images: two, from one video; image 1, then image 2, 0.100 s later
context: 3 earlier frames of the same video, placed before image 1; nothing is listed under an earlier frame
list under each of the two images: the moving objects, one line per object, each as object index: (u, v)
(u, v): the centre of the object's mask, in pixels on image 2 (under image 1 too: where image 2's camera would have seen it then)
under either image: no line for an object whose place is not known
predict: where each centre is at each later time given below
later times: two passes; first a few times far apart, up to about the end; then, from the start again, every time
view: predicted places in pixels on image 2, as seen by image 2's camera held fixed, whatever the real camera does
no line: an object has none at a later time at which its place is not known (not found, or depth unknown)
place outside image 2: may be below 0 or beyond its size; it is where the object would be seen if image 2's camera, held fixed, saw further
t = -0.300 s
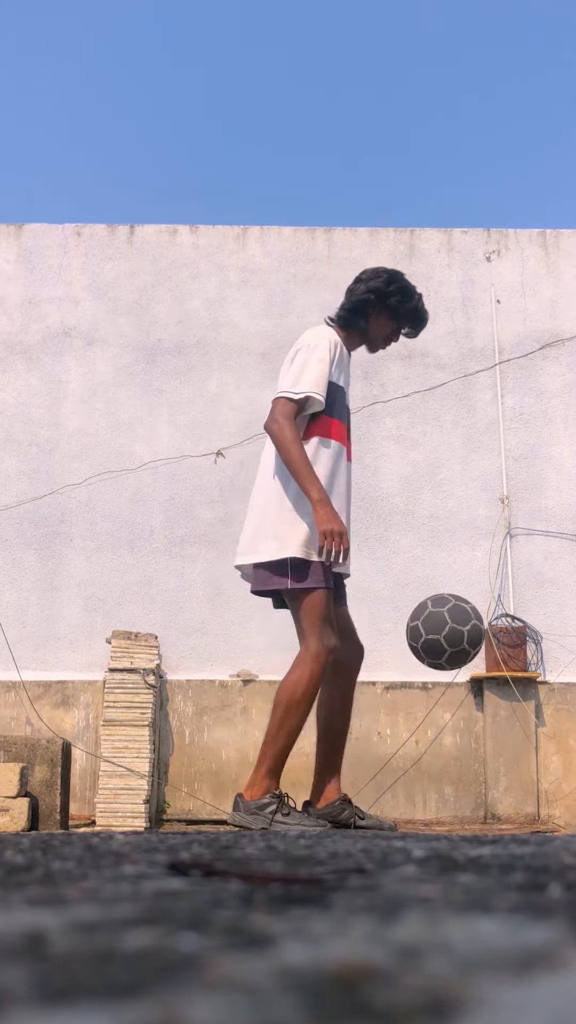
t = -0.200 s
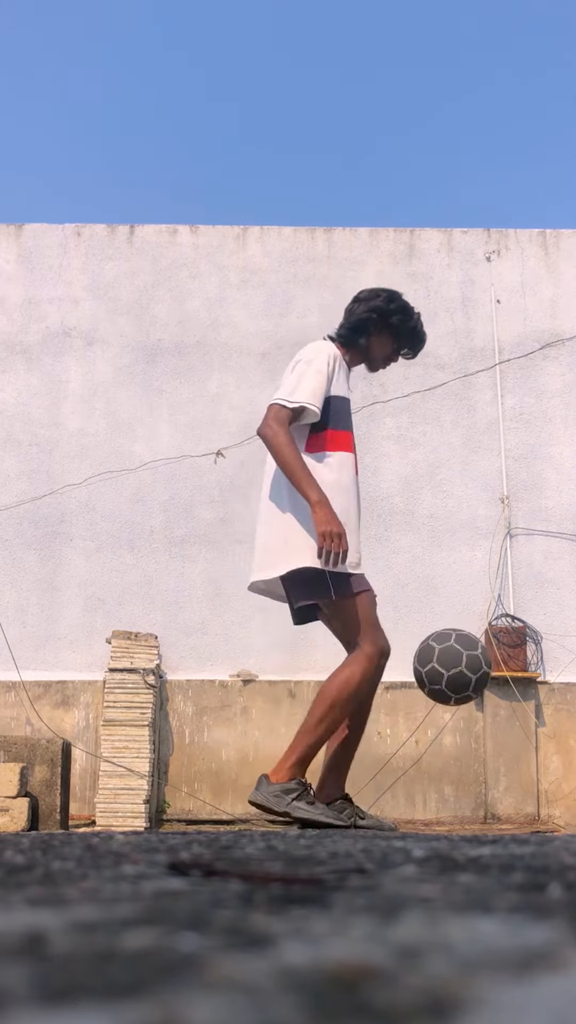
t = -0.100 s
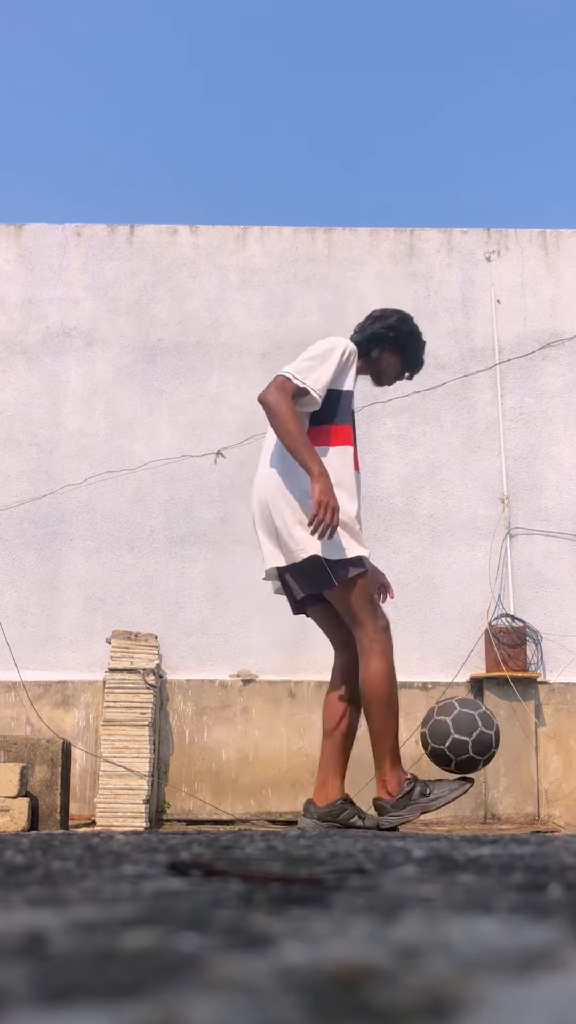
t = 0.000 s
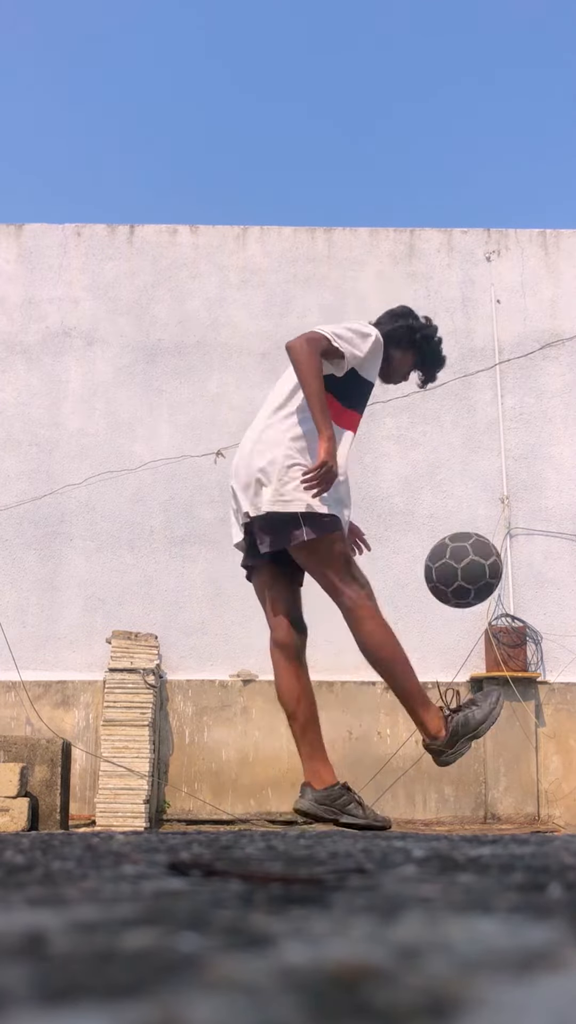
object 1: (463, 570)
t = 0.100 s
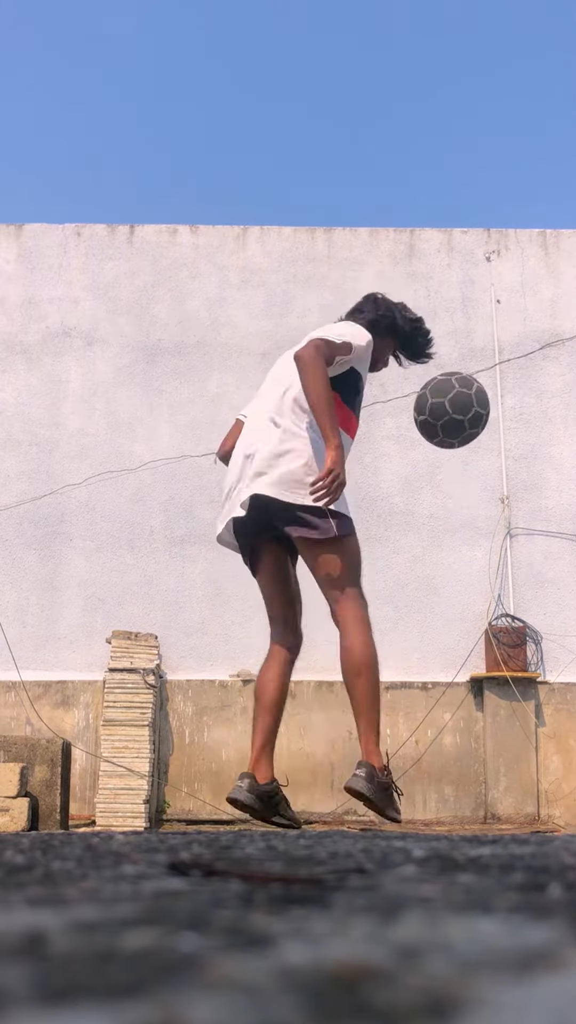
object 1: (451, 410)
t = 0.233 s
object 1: (435, 252)
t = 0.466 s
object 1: (409, 110)
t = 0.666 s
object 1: (389, 115)
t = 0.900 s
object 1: (364, 276)
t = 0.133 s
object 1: (448, 365)
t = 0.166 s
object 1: (444, 323)
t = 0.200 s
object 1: (439, 286)
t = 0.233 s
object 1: (435, 252)
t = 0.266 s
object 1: (431, 221)
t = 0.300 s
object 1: (427, 194)
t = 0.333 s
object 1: (423, 171)
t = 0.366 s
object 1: (420, 151)
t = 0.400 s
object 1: (416, 134)
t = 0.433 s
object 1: (412, 120)
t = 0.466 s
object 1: (409, 110)
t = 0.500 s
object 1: (405, 103)
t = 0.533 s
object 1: (402, 99)
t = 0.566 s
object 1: (398, 98)
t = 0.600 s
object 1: (395, 100)
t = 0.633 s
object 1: (392, 106)
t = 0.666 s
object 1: (389, 115)
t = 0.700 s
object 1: (385, 127)
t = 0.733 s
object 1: (382, 143)
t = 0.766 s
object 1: (378, 162)
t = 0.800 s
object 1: (375, 185)
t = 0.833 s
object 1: (371, 212)
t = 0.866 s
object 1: (368, 242)
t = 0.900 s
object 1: (364, 276)
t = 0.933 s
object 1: (360, 315)
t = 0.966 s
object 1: (356, 358)
